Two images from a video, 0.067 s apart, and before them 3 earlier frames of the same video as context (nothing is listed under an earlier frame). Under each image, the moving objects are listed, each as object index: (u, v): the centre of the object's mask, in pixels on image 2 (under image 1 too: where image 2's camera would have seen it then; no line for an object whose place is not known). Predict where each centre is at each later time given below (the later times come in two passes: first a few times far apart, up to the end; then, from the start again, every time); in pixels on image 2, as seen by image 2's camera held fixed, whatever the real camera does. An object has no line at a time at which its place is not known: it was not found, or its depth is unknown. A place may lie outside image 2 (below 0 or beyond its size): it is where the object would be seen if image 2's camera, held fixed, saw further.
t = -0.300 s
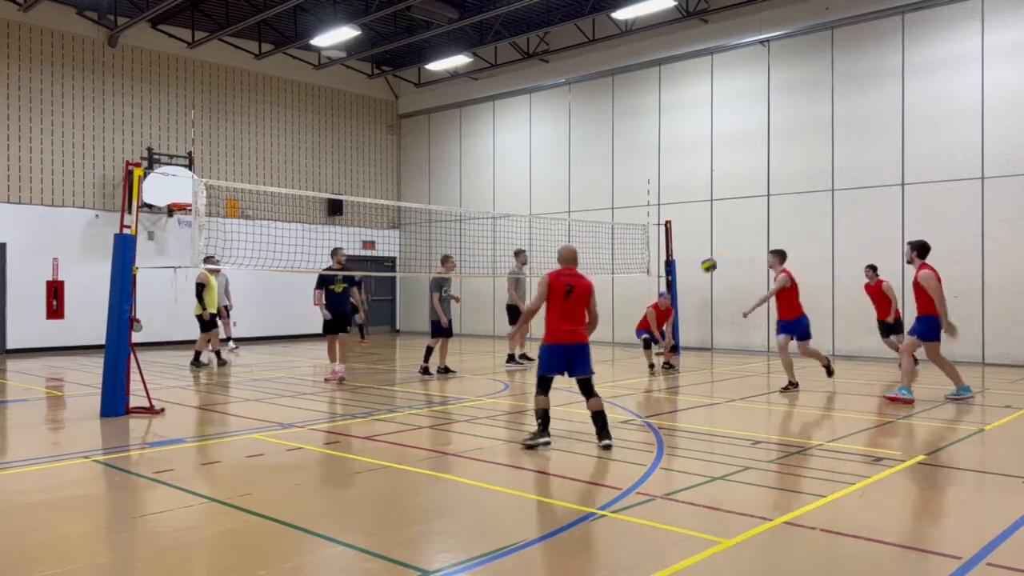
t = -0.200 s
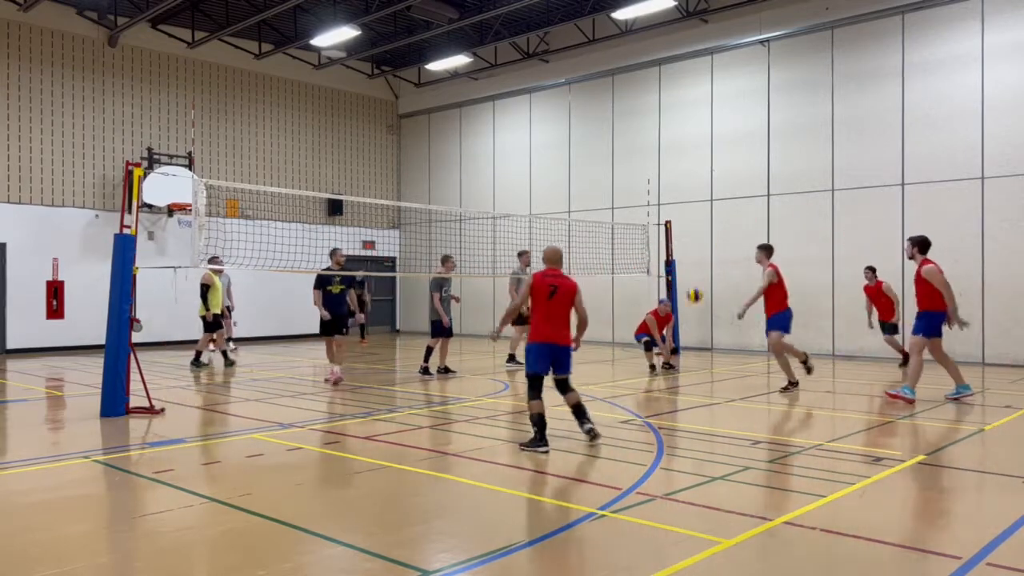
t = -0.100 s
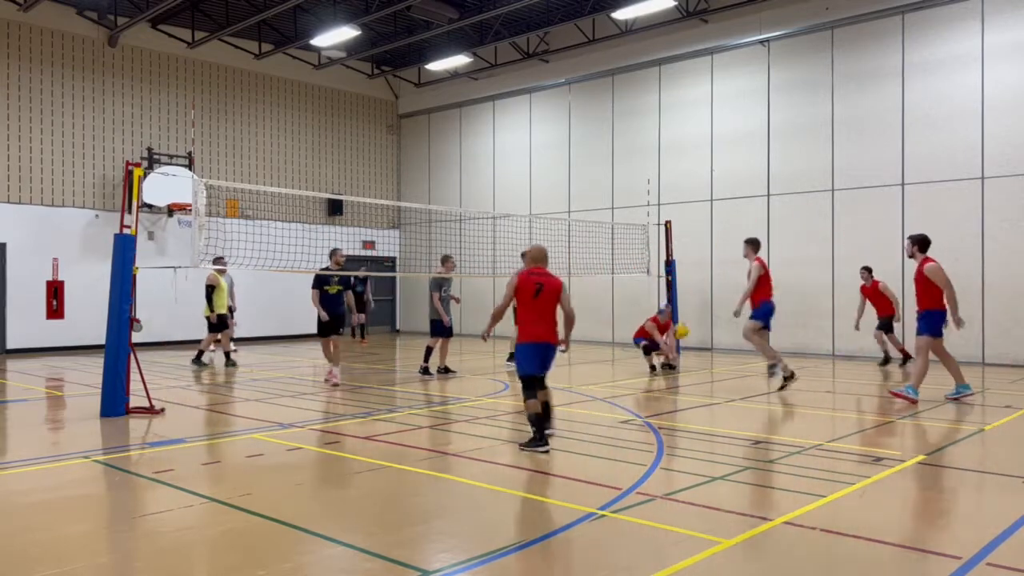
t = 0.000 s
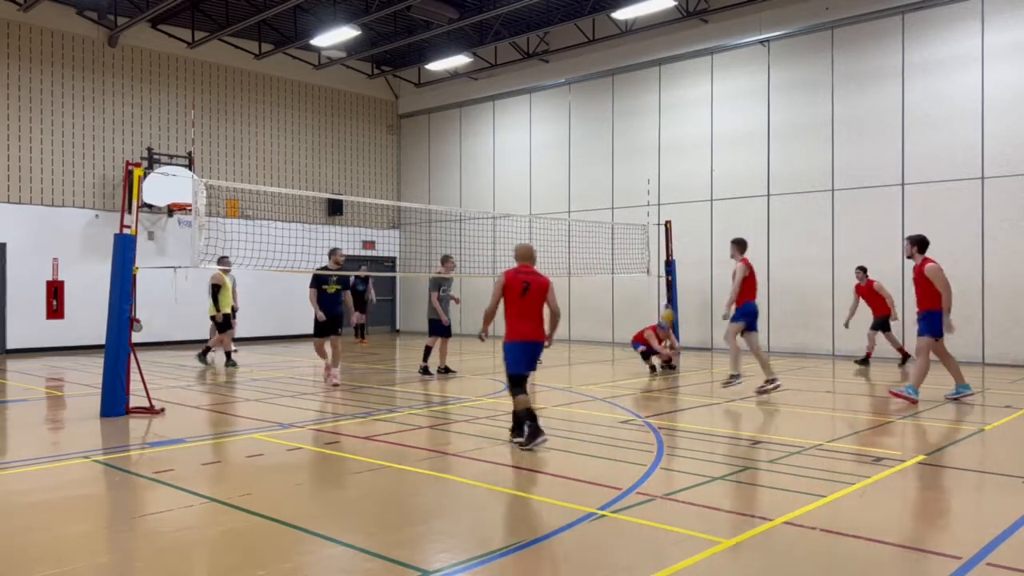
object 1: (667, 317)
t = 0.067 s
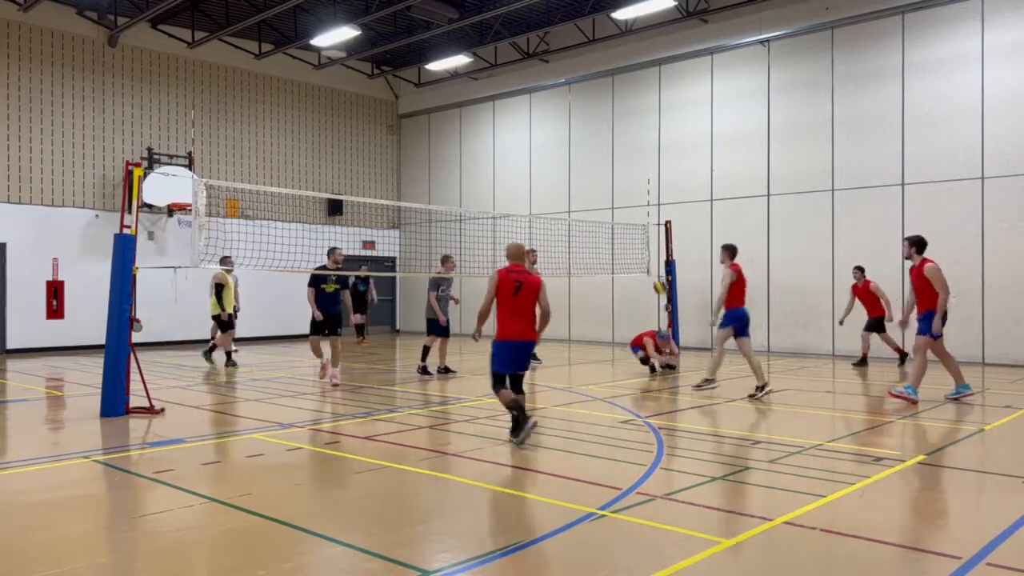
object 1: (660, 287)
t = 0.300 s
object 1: (631, 201)
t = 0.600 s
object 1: (589, 143)
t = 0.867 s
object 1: (547, 147)
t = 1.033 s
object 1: (519, 181)
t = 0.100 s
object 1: (656, 273)
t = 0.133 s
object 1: (652, 259)
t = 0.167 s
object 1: (648, 246)
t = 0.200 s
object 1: (644, 235)
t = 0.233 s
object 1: (640, 223)
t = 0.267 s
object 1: (635, 212)
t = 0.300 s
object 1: (631, 201)
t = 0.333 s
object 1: (626, 192)
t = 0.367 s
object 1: (622, 183)
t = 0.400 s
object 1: (617, 175)
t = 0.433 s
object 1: (613, 168)
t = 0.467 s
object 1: (608, 162)
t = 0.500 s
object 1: (603, 156)
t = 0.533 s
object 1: (598, 151)
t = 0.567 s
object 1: (593, 146)
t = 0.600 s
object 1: (589, 143)
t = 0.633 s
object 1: (584, 141)
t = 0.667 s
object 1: (579, 140)
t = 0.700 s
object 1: (573, 138)
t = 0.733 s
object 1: (568, 138)
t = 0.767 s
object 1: (563, 139)
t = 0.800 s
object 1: (558, 141)
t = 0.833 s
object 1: (552, 144)
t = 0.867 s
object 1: (547, 147)
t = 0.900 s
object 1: (542, 152)
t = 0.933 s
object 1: (536, 158)
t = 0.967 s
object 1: (530, 164)
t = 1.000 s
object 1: (525, 172)
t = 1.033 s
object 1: (519, 181)
